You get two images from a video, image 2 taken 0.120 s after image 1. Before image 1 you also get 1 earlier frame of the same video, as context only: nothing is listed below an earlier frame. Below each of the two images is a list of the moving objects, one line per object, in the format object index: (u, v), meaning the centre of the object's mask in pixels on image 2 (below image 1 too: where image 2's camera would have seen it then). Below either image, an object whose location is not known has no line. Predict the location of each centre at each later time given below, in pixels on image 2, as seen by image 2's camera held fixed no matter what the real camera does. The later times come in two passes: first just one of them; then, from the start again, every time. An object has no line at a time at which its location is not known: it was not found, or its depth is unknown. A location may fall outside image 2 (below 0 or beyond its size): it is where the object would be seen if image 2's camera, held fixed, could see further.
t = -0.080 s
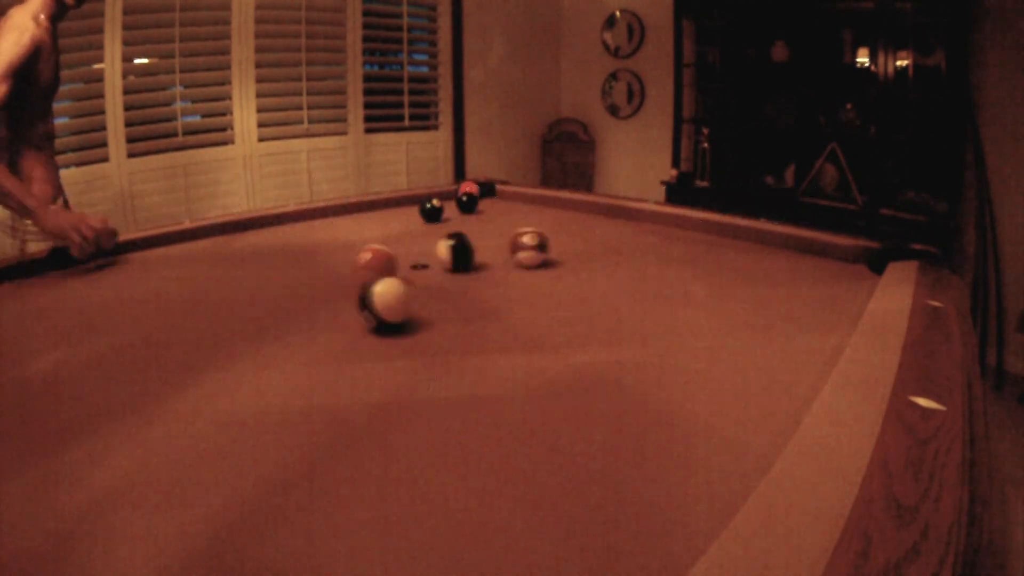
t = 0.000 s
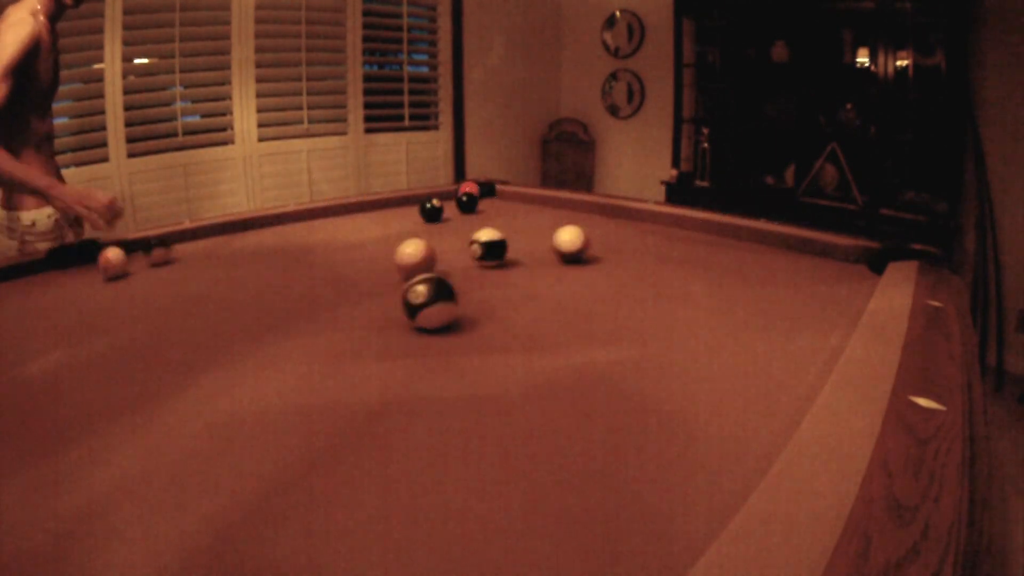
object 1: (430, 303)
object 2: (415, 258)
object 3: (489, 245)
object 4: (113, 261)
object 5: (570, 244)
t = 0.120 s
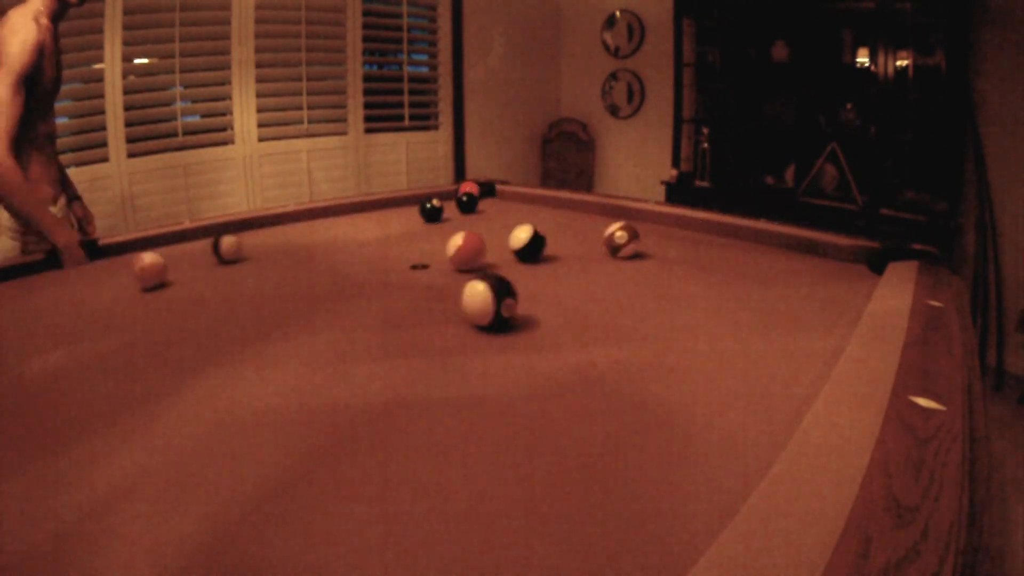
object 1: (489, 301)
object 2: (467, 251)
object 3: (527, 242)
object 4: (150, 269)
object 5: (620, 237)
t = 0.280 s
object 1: (566, 299)
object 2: (525, 241)
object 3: (574, 237)
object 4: (226, 283)
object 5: (678, 239)
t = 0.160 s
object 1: (513, 300)
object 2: (489, 248)
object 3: (544, 239)
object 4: (170, 273)
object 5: (650, 238)
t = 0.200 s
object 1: (530, 300)
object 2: (499, 247)
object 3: (554, 238)
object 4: (184, 275)
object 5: (664, 239)
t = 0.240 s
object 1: (552, 300)
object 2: (514, 244)
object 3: (565, 239)
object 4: (209, 281)
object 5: (671, 235)
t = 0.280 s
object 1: (566, 299)
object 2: (525, 241)
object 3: (574, 237)
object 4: (226, 283)
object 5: (678, 239)
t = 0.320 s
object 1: (578, 299)
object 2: (534, 240)
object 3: (581, 237)
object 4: (243, 288)
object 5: (692, 235)
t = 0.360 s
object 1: (592, 298)
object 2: (543, 239)
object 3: (589, 235)
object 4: (265, 291)
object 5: (698, 233)
